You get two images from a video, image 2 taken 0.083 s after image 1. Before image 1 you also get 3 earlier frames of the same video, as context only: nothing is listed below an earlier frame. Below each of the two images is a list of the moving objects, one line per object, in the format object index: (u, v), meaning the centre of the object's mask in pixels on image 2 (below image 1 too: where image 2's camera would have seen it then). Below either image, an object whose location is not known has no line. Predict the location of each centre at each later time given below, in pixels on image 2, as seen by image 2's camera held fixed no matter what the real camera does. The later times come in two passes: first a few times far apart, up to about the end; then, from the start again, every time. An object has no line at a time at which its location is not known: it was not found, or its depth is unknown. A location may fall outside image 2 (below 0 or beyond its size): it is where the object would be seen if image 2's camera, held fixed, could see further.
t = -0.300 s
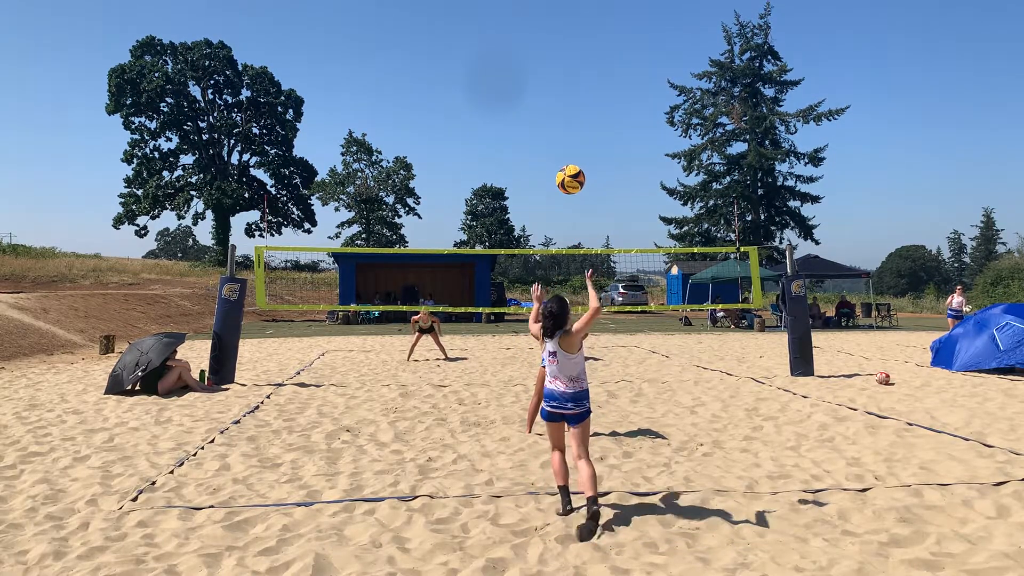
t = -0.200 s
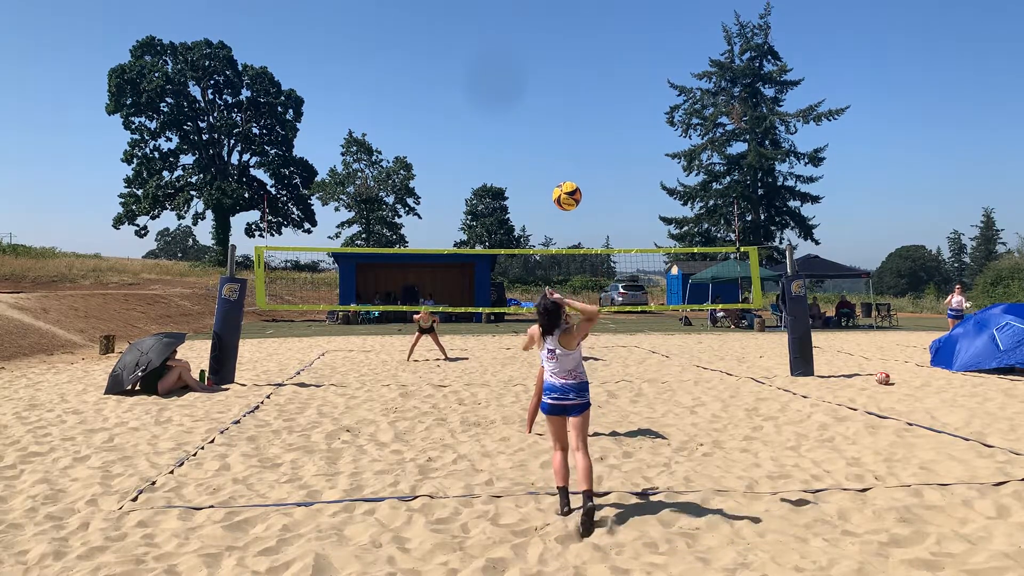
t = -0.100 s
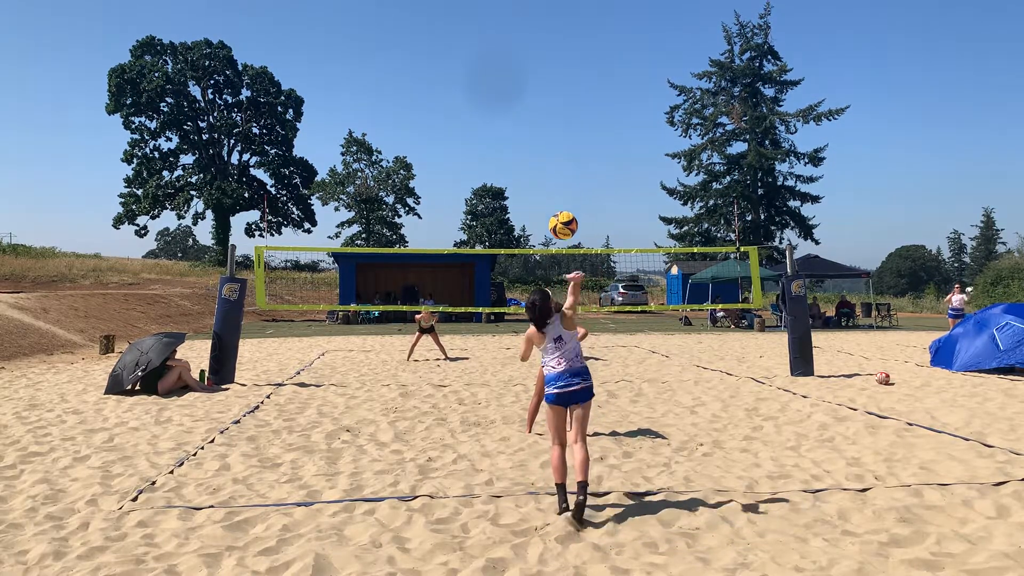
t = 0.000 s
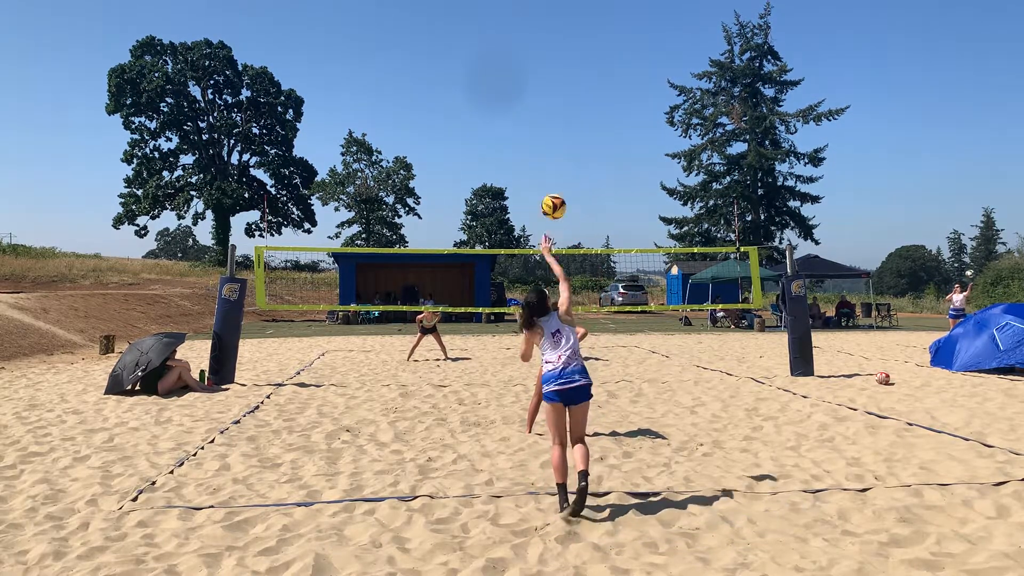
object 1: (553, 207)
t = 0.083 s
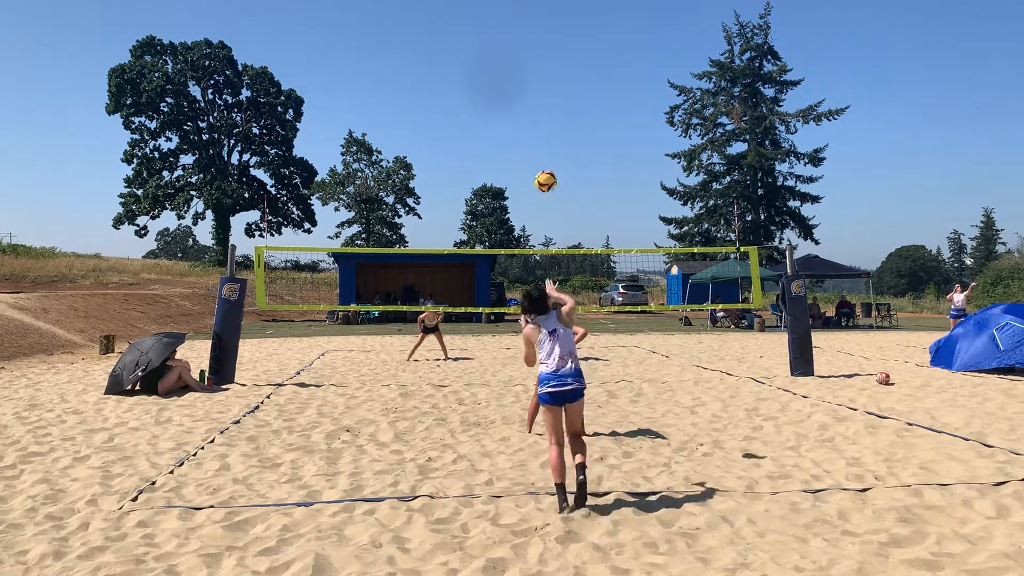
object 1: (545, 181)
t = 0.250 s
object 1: (536, 162)
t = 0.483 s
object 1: (528, 173)
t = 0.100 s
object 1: (544, 177)
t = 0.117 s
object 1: (543, 174)
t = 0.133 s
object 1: (542, 172)
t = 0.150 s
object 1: (541, 169)
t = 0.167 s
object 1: (540, 167)
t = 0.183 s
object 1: (539, 165)
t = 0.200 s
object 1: (538, 164)
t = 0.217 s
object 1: (538, 162)
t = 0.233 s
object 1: (537, 162)
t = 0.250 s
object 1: (536, 162)
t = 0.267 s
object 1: (535, 161)
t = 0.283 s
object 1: (534, 161)
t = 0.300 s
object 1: (533, 161)
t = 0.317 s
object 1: (533, 162)
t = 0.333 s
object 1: (532, 162)
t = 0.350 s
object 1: (532, 163)
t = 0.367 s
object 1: (531, 164)
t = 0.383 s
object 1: (531, 164)
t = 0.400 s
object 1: (530, 165)
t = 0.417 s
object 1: (529, 167)
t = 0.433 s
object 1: (529, 168)
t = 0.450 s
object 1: (528, 170)
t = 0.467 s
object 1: (528, 172)
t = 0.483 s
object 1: (528, 173)
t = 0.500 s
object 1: (527, 176)
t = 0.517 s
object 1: (526, 178)
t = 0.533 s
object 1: (527, 180)
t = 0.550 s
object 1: (527, 183)
